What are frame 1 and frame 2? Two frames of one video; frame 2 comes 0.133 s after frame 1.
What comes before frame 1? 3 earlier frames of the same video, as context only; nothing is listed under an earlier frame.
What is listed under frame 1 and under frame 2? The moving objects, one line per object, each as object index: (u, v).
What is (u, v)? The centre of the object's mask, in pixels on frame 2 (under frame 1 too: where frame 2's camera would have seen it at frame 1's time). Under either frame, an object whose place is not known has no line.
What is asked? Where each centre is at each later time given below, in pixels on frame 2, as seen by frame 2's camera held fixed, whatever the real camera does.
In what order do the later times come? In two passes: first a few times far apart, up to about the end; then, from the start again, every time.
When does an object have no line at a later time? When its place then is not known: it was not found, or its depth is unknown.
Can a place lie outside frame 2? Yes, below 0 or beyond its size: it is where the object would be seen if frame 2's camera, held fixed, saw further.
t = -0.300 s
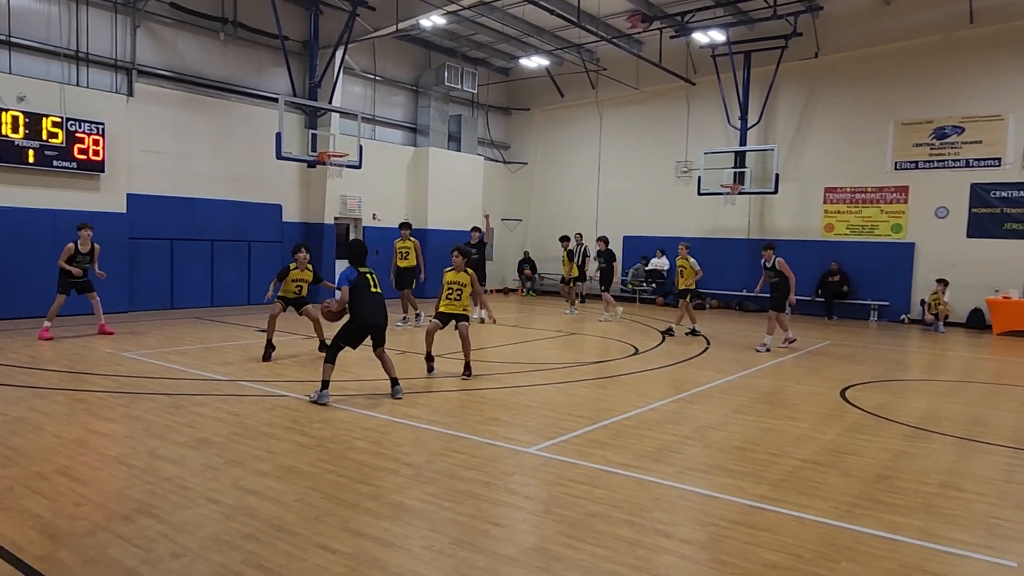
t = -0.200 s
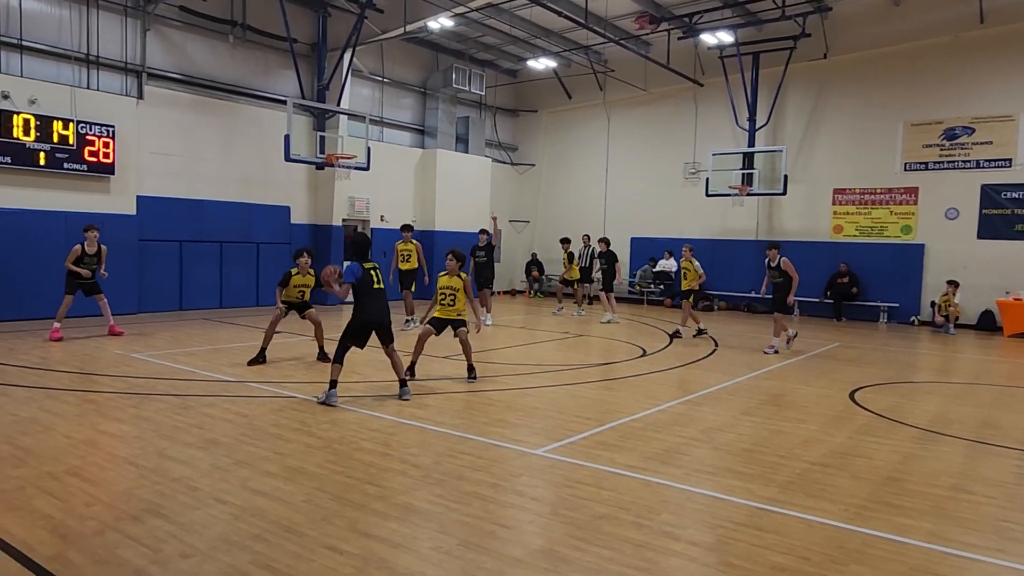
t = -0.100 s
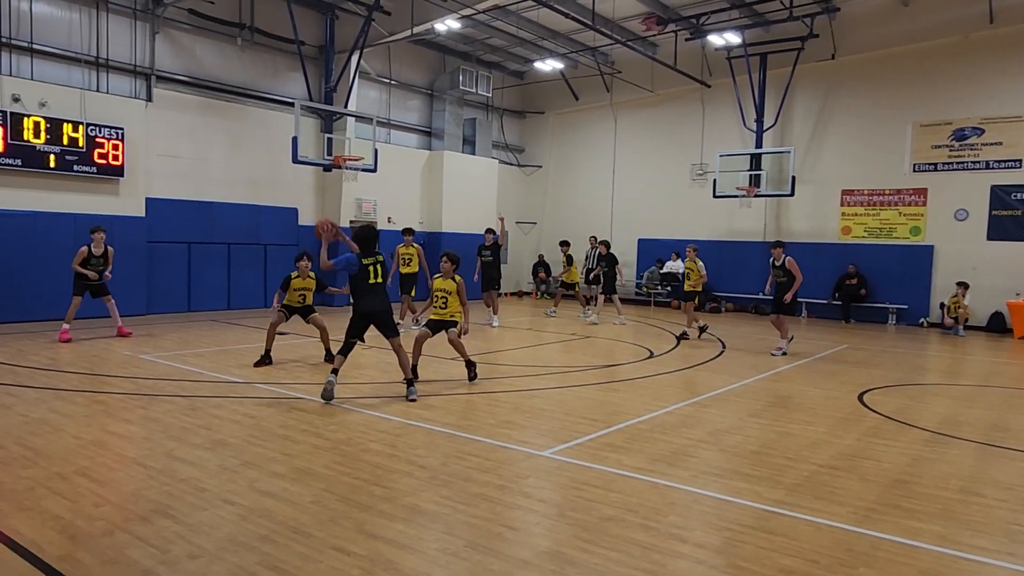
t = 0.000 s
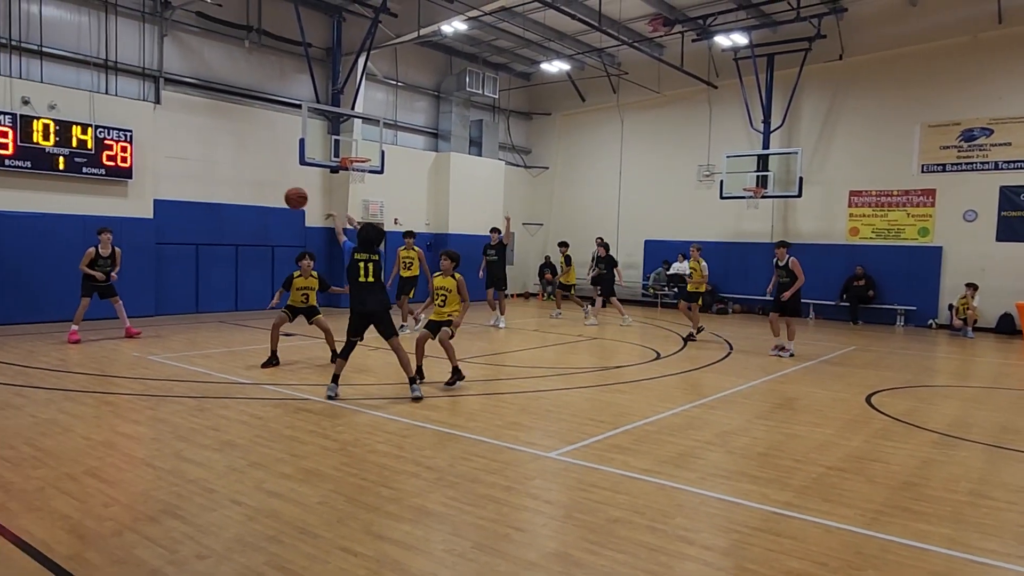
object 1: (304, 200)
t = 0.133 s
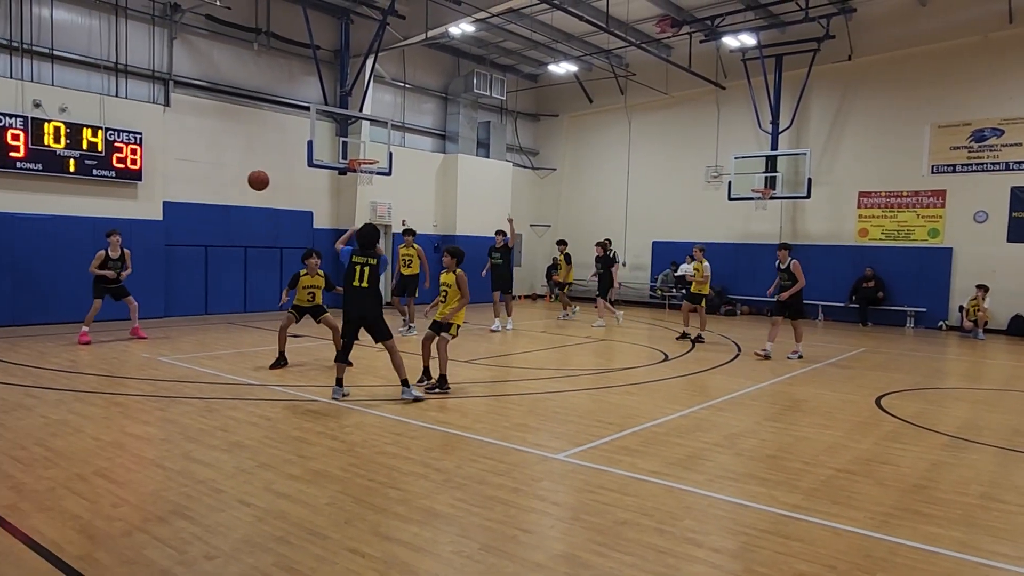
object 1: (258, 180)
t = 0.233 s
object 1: (228, 177)
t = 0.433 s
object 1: (177, 192)
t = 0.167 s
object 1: (248, 178)
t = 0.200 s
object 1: (238, 177)
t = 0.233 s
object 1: (228, 177)
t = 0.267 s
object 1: (219, 177)
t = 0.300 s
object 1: (210, 179)
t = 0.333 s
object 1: (201, 181)
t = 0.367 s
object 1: (193, 184)
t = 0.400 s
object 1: (185, 187)
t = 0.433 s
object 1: (177, 192)
